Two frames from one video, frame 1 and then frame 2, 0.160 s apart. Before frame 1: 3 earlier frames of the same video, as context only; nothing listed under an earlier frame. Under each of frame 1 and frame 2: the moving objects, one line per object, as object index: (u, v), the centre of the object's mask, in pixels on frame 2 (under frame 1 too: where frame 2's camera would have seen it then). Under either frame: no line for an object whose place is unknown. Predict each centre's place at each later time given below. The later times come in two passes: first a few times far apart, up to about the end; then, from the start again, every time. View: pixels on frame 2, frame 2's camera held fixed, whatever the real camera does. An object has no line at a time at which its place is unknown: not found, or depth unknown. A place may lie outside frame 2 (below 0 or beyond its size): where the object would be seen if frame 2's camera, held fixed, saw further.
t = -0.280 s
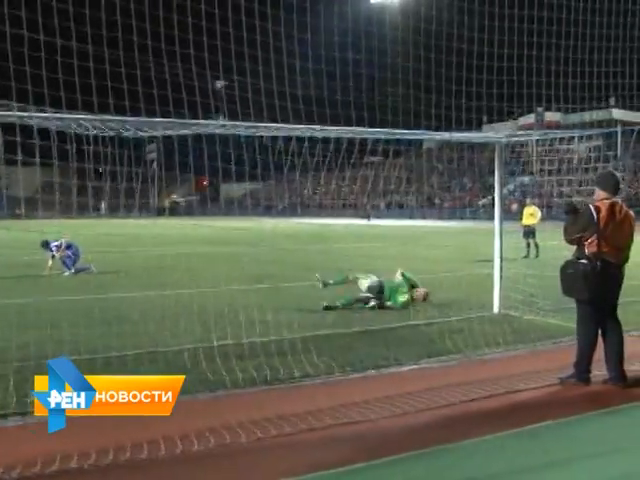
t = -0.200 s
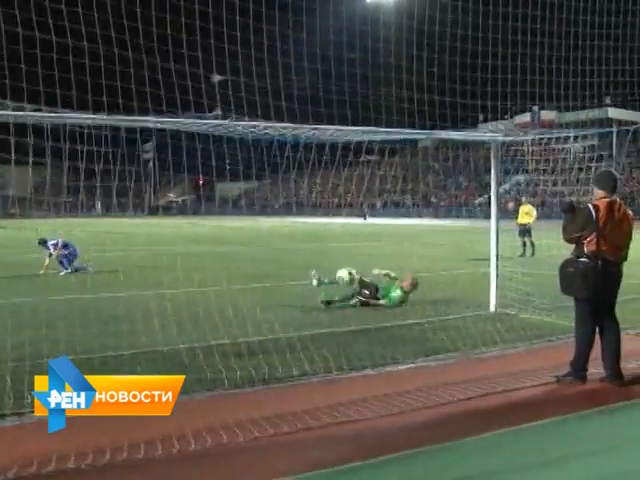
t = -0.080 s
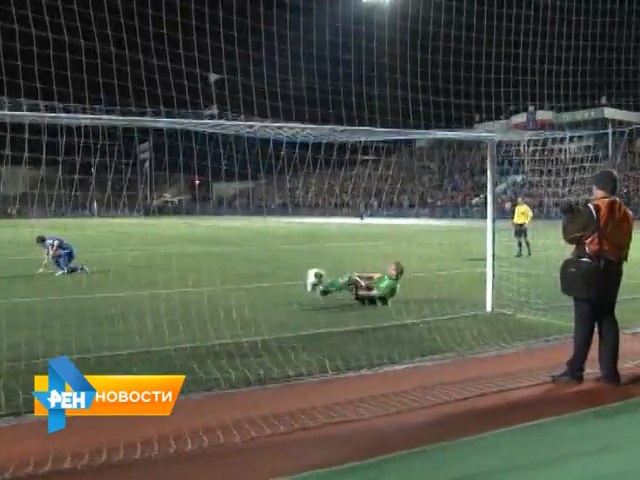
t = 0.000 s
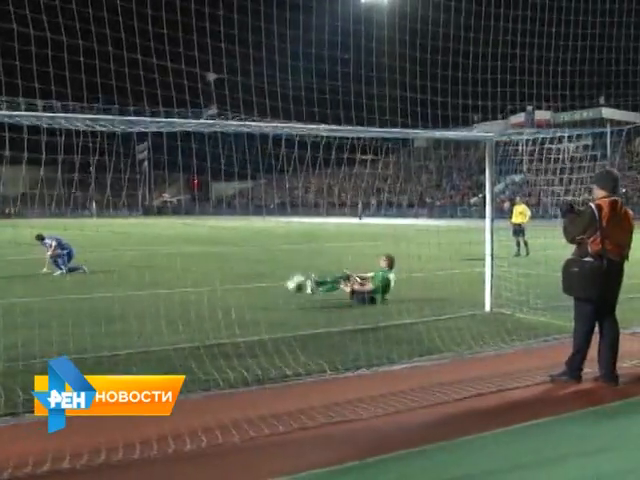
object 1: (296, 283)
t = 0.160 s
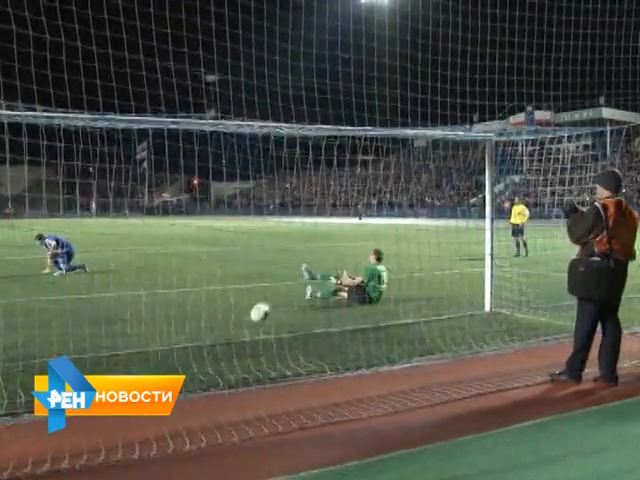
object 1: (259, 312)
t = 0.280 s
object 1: (231, 315)
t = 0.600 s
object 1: (156, 302)
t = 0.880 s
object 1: (93, 314)
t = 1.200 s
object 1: (26, 320)
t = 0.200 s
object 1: (252, 322)
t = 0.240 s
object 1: (242, 323)
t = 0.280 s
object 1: (231, 315)
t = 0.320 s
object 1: (221, 309)
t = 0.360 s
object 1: (212, 304)
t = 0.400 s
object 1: (202, 301)
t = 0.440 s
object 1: (193, 298)
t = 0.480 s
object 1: (184, 297)
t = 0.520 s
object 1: (173, 298)
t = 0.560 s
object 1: (165, 299)
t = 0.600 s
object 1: (156, 302)
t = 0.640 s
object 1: (146, 306)
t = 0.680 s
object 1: (137, 311)
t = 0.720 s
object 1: (128, 317)
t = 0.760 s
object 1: (118, 325)
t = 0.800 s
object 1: (110, 321)
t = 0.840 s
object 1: (101, 317)
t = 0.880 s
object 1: (93, 314)
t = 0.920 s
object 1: (84, 312)
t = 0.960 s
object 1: (75, 311)
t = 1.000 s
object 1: (67, 311)
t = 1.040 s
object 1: (58, 313)
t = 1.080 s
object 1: (51, 316)
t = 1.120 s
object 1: (42, 321)
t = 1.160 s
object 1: (34, 323)
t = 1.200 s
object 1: (26, 320)
